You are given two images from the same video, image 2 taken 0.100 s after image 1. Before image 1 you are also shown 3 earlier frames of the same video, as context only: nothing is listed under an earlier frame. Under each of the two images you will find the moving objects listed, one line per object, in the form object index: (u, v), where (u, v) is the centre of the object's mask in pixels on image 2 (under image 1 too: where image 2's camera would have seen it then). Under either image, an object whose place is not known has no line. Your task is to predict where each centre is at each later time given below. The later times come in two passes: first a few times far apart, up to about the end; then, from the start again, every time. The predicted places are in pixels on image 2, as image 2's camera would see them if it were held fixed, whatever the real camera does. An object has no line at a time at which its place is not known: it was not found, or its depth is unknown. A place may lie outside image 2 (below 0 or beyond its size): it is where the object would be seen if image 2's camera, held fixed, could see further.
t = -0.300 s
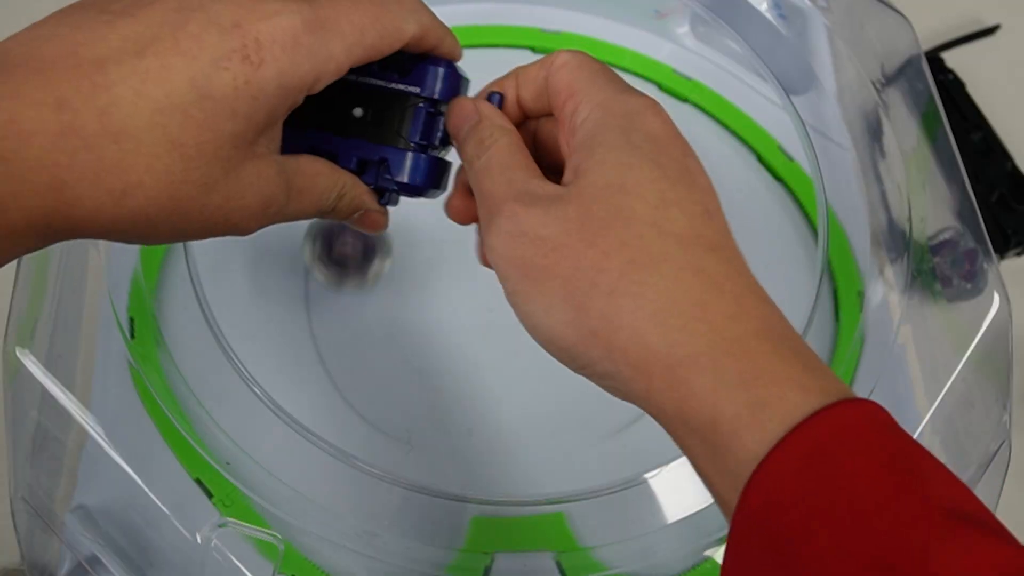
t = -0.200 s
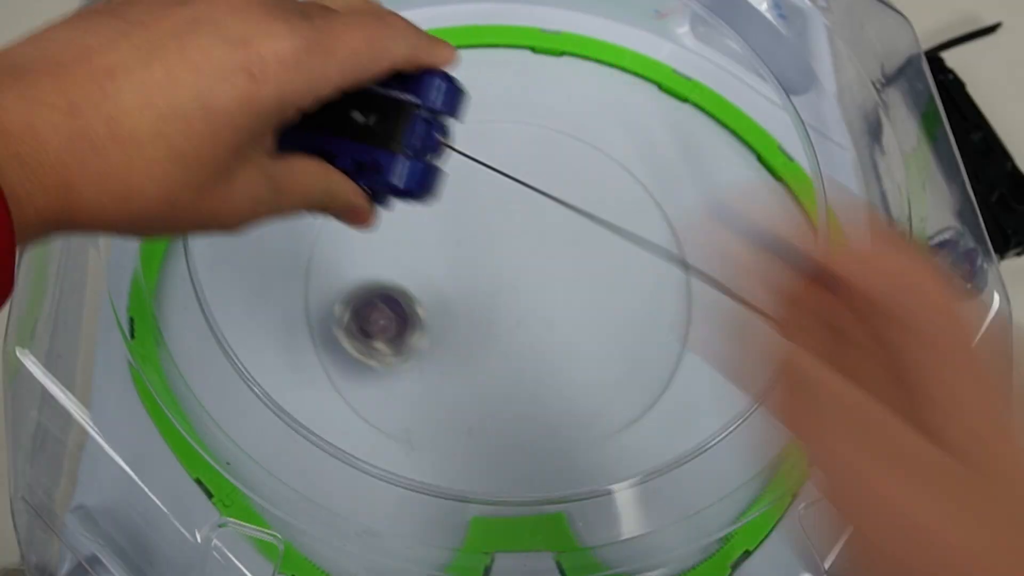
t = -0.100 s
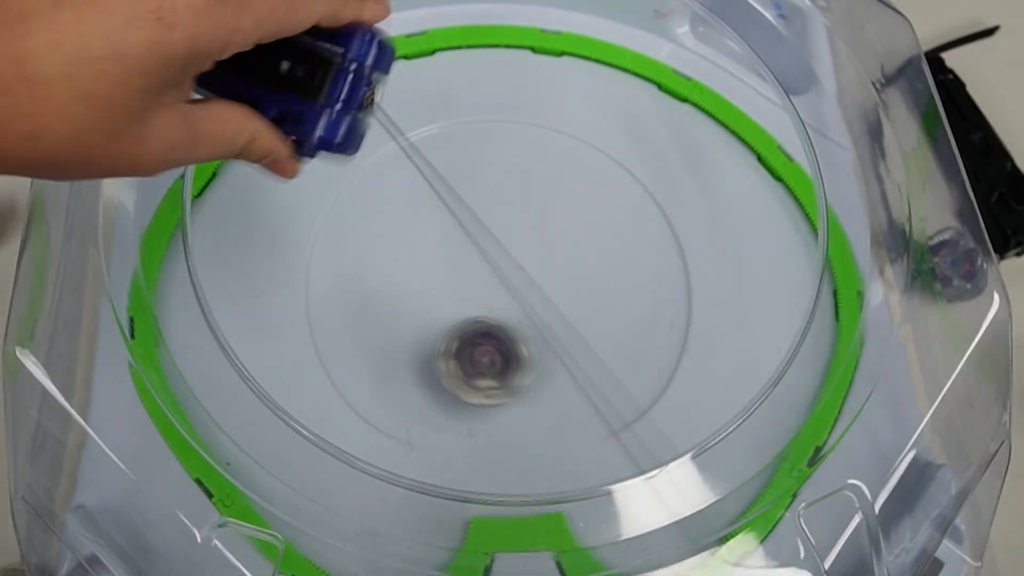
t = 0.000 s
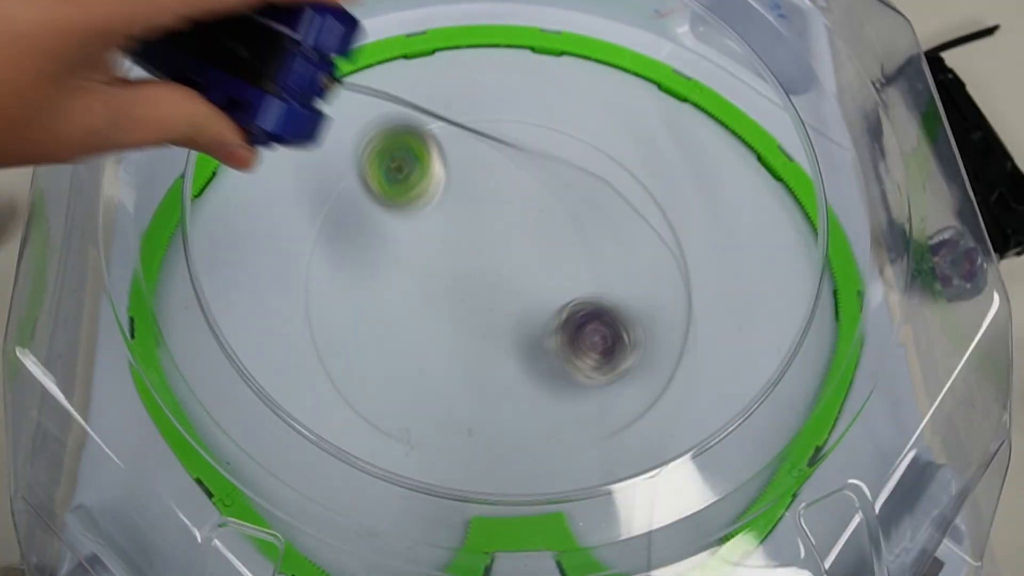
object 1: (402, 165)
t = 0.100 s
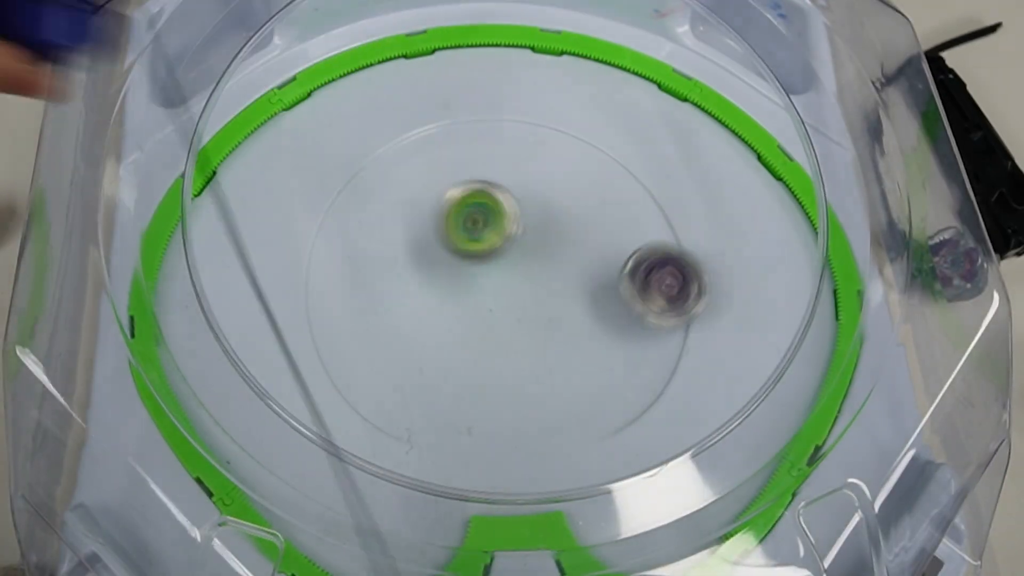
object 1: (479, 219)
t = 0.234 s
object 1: (599, 293)
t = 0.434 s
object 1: (707, 377)
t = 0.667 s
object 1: (733, 429)
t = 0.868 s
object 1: (630, 382)
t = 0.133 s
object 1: (511, 226)
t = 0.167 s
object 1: (545, 247)
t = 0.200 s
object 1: (573, 276)
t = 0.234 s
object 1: (599, 293)
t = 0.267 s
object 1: (622, 311)
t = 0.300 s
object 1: (646, 325)
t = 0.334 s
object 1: (666, 341)
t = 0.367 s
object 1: (682, 350)
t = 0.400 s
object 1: (694, 364)
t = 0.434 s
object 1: (707, 377)
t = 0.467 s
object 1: (719, 392)
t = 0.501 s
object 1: (730, 411)
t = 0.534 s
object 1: (743, 427)
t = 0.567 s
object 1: (757, 449)
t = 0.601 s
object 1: (760, 453)
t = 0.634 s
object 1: (746, 439)
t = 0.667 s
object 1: (733, 429)
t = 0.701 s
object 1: (717, 417)
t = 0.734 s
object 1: (700, 403)
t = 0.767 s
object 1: (685, 398)
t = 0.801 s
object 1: (668, 391)
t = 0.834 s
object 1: (651, 385)
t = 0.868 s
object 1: (630, 382)
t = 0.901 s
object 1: (622, 370)
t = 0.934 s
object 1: (713, 274)
